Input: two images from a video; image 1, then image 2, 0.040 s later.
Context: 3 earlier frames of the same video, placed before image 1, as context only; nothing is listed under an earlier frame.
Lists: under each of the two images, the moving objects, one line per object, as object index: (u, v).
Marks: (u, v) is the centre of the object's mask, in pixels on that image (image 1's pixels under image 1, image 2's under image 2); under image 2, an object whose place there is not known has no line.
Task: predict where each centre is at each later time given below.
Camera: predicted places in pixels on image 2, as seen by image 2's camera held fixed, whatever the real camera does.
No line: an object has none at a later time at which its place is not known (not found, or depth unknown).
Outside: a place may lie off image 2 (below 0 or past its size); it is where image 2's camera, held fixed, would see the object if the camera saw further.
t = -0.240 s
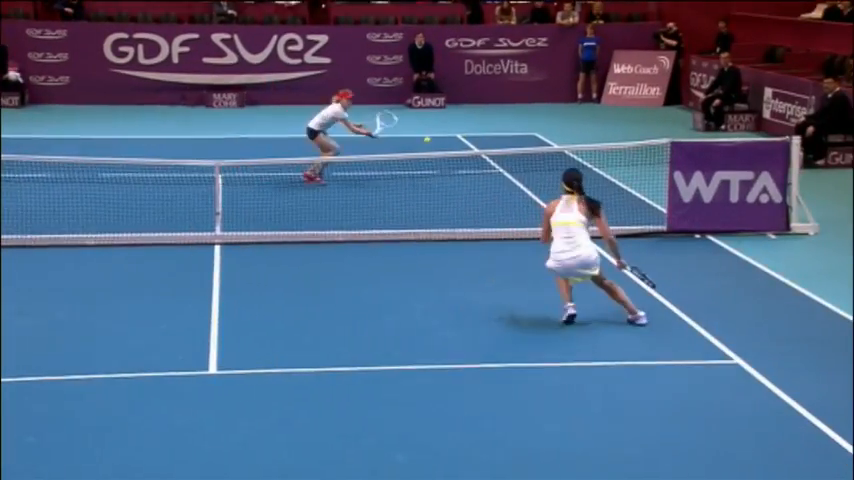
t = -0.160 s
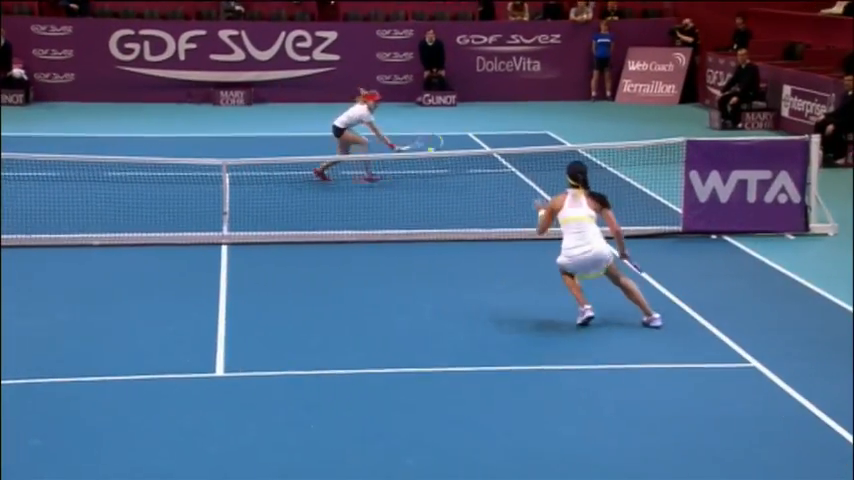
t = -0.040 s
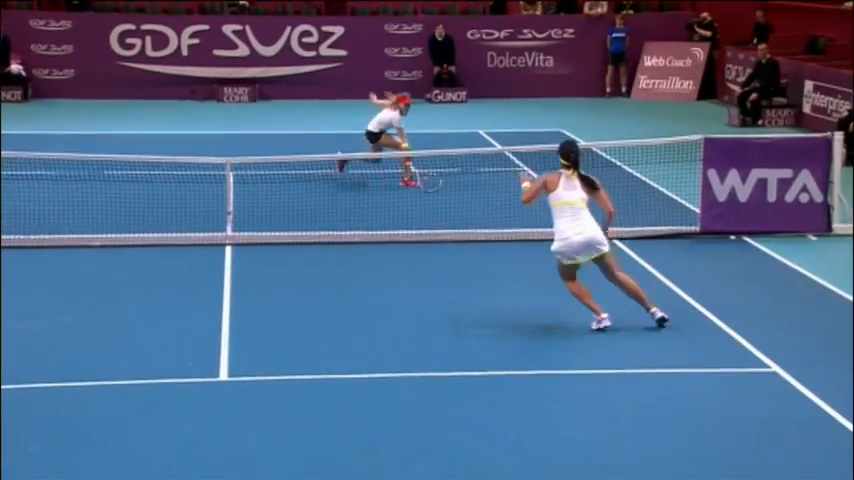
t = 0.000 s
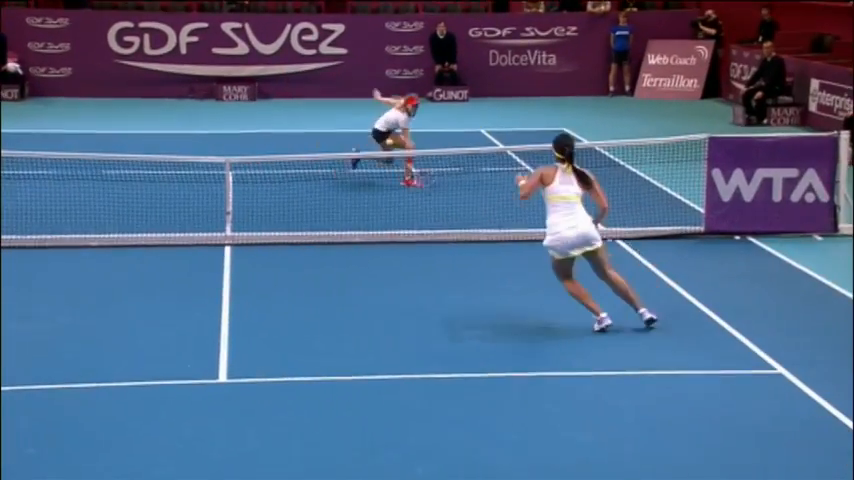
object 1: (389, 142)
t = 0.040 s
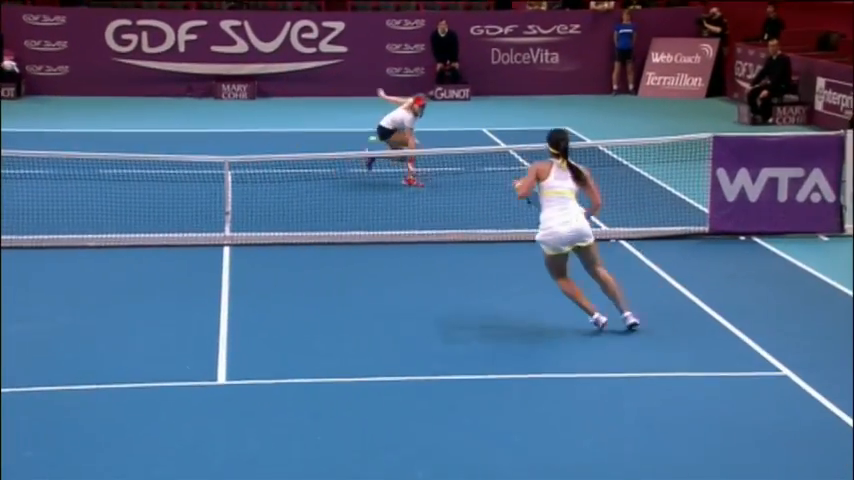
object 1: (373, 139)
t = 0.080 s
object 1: (355, 138)
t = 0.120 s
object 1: (337, 138)
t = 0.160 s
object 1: (317, 139)
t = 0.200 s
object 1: (297, 143)
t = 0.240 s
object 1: (276, 147)
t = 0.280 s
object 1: (254, 153)
